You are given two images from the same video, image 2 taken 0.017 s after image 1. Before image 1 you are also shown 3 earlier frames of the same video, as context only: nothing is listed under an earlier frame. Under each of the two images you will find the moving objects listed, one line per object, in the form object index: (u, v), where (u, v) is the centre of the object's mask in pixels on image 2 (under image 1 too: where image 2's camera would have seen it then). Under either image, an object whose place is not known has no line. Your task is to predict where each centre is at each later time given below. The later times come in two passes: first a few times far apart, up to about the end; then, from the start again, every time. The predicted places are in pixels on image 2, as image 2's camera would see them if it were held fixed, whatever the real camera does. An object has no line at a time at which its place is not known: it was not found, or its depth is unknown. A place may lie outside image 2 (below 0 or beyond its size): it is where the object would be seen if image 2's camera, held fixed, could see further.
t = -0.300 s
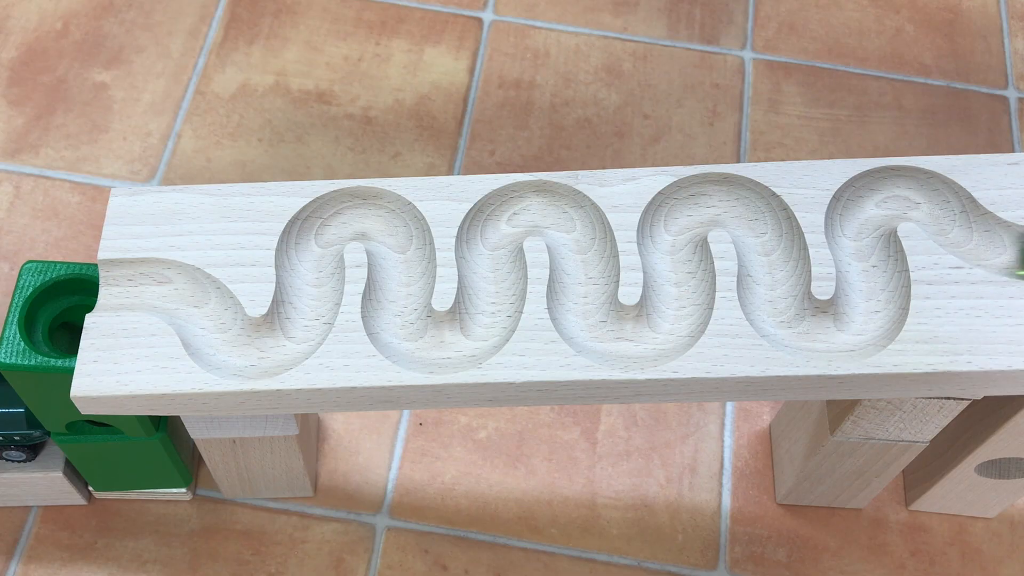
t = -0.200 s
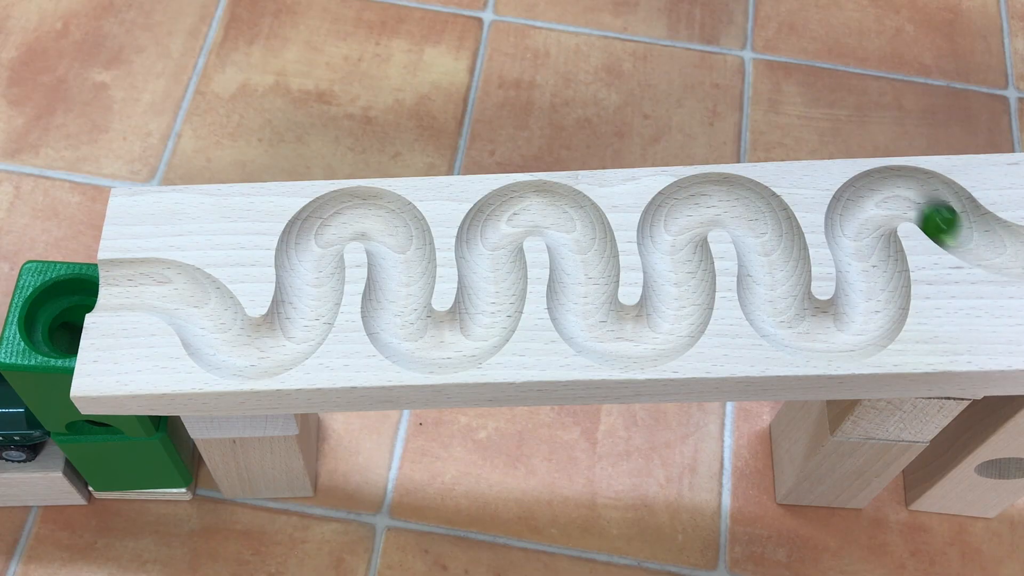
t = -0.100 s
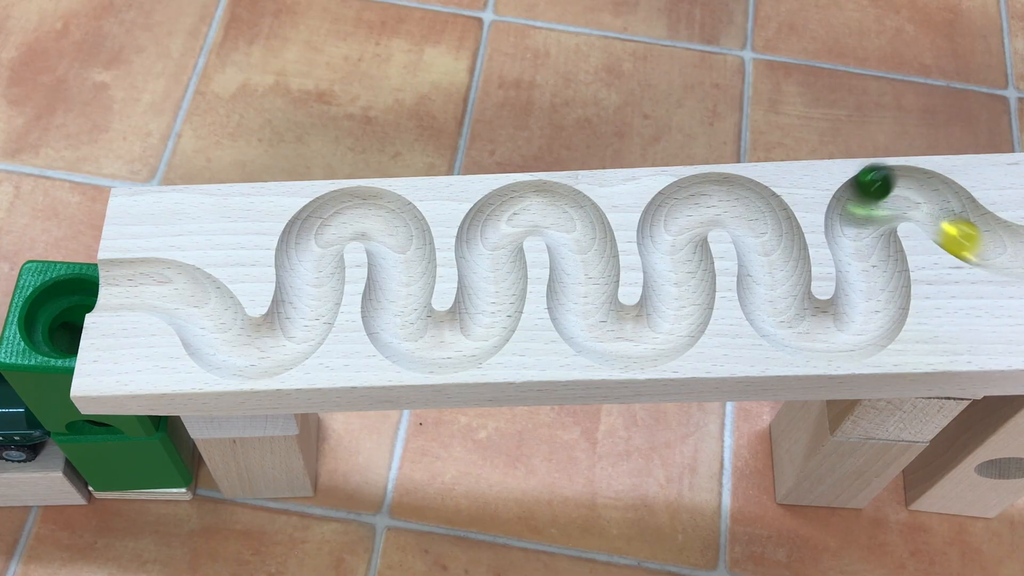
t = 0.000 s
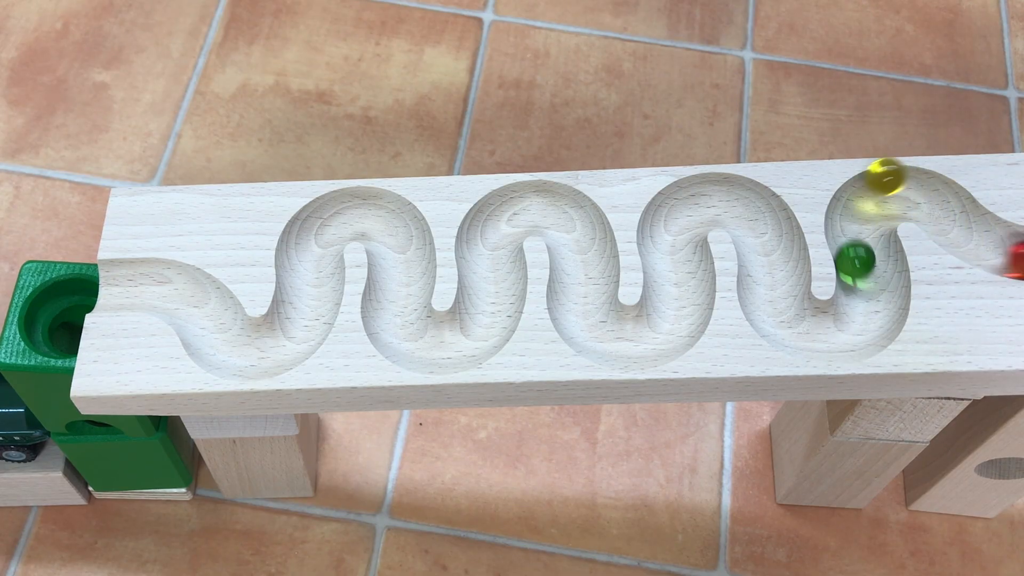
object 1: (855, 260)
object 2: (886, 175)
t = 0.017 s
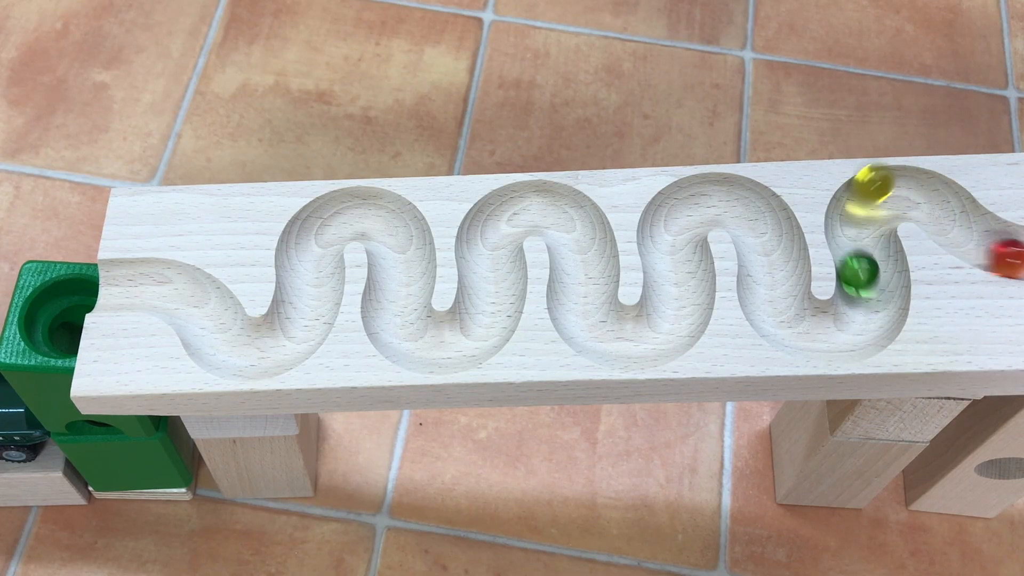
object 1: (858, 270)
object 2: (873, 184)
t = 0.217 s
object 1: (794, 337)
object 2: (875, 317)
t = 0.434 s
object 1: (755, 213)
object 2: (764, 274)
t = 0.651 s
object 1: (675, 280)
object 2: (682, 201)
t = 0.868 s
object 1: (579, 322)
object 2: (662, 332)
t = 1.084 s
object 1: (538, 206)
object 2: (585, 256)
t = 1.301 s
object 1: (497, 316)
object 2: (488, 230)
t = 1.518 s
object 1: (389, 298)
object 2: (444, 350)
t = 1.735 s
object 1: (336, 210)
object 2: (410, 240)
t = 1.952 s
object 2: (303, 266)
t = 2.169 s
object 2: (228, 356)
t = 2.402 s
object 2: (120, 284)
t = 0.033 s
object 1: (865, 284)
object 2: (862, 194)
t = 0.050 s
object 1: (874, 295)
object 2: (859, 209)
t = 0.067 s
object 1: (881, 304)
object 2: (856, 224)
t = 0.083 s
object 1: (882, 311)
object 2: (854, 237)
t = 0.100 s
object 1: (878, 319)
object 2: (853, 248)
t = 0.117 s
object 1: (868, 324)
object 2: (856, 259)
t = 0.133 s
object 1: (855, 329)
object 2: (861, 270)
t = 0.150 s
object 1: (843, 333)
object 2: (867, 282)
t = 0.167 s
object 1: (831, 338)
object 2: (876, 294)
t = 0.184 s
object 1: (818, 341)
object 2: (881, 302)
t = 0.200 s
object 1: (806, 342)
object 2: (881, 309)
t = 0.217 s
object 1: (794, 337)
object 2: (875, 317)
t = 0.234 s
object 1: (784, 331)
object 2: (866, 323)
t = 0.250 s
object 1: (777, 322)
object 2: (855, 329)
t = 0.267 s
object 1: (771, 312)
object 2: (842, 334)
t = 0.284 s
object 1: (768, 301)
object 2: (829, 338)
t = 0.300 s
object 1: (766, 288)
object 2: (816, 340)
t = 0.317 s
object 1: (766, 278)
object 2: (805, 339)
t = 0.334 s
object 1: (766, 267)
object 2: (794, 335)
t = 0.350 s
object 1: (769, 257)
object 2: (784, 328)
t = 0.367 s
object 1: (772, 246)
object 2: (776, 319)
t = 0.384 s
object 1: (772, 236)
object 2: (770, 307)
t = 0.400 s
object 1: (770, 226)
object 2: (766, 295)
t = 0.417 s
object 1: (764, 219)
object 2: (764, 284)
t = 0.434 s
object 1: (755, 213)
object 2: (764, 274)
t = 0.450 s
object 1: (743, 207)
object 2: (766, 264)
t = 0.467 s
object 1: (731, 204)
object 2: (769, 254)
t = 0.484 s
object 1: (718, 200)
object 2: (771, 243)
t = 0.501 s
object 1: (705, 197)
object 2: (772, 233)
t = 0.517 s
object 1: (691, 197)
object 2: (769, 224)
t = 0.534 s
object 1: (682, 200)
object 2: (763, 218)
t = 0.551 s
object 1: (673, 207)
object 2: (754, 213)
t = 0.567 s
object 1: (667, 218)
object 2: (742, 207)
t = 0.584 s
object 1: (664, 231)
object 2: (729, 202)
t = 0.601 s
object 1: (663, 245)
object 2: (717, 199)
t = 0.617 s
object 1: (666, 257)
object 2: (705, 197)
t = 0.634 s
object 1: (670, 268)
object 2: (692, 197)
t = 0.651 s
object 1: (675, 280)
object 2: (682, 201)
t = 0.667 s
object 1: (681, 292)
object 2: (673, 208)
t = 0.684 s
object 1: (686, 302)
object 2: (667, 218)
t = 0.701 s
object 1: (686, 312)
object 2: (664, 230)
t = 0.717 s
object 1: (681, 321)
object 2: (663, 243)
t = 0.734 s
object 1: (672, 329)
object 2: (666, 255)
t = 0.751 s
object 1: (660, 335)
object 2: (670, 267)
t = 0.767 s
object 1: (647, 341)
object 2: (676, 278)
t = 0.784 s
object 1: (633, 345)
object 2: (682, 290)
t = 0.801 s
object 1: (620, 347)
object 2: (686, 299)
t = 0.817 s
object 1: (606, 346)
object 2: (687, 309)
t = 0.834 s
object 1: (594, 340)
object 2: (681, 317)
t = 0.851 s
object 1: (585, 333)
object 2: (672, 326)
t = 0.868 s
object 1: (579, 322)
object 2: (662, 332)
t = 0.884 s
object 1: (575, 309)
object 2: (650, 339)
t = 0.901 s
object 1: (574, 297)
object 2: (636, 345)
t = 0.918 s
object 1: (575, 285)
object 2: (623, 347)
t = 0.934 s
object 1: (577, 275)
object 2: (609, 345)
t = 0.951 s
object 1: (581, 264)
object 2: (598, 340)
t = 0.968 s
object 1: (585, 253)
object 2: (588, 333)
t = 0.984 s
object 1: (587, 242)
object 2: (581, 323)
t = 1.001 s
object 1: (586, 232)
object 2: (577, 310)
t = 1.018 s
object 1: (581, 224)
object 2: (574, 299)
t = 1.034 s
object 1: (572, 219)
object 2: (574, 287)
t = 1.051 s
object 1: (562, 214)
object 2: (577, 277)
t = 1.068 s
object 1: (550, 210)
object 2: (581, 266)
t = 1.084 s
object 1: (538, 206)
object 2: (585, 256)
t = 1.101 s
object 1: (524, 205)
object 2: (588, 245)
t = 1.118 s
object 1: (512, 205)
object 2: (588, 236)
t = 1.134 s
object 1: (502, 208)
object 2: (585, 228)
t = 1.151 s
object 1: (494, 216)
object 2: (577, 223)
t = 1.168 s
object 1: (486, 228)
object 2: (567, 219)
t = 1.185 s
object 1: (483, 240)
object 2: (556, 214)
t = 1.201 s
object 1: (482, 253)
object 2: (544, 209)
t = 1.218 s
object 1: (482, 265)
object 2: (532, 205)
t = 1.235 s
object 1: (484, 275)
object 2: (520, 203)
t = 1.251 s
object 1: (489, 287)
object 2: (508, 204)
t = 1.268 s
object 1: (494, 298)
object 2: (499, 208)
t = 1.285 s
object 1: (498, 307)
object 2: (492, 217)
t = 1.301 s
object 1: (497, 316)
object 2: (488, 230)
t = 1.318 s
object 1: (492, 326)
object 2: (486, 241)
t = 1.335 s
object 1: (483, 332)
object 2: (485, 254)
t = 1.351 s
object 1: (472, 339)
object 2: (485, 266)
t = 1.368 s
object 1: (461, 345)
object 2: (487, 277)
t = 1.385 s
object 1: (449, 351)
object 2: (491, 288)
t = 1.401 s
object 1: (436, 354)
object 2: (494, 300)
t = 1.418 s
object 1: (422, 353)
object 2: (496, 310)
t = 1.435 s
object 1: (411, 350)
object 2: (495, 318)
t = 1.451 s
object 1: (401, 344)
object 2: (490, 326)
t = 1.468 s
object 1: (394, 334)
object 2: (480, 333)
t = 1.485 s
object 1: (390, 322)
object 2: (469, 340)
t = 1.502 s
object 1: (388, 309)
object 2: (457, 346)
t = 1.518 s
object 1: (389, 298)
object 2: (444, 350)
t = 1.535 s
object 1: (393, 287)
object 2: (429, 352)
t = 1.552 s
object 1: (398, 277)
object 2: (417, 350)
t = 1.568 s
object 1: (404, 267)
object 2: (406, 346)
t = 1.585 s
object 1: (409, 255)
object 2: (398, 338)
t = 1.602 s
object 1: (410, 245)
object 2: (394, 326)
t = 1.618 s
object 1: (408, 237)
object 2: (392, 314)
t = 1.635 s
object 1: (402, 231)
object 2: (391, 302)
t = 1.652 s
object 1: (393, 226)
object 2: (392, 291)
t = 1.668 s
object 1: (382, 221)
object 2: (395, 281)
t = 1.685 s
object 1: (372, 217)
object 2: (400, 270)
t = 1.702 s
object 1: (360, 212)
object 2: (406, 259)
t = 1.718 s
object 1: (347, 210)
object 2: (409, 249)
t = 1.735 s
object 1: (336, 210)
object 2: (410, 240)
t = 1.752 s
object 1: (326, 216)
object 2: (406, 233)
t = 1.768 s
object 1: (317, 226)
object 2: (399, 227)
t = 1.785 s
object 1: (311, 237)
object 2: (389, 223)
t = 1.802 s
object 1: (305, 252)
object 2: (378, 219)
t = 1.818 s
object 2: (367, 215)
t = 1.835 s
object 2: (354, 212)
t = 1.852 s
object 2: (342, 211)
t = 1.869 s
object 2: (331, 213)
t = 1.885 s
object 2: (321, 220)
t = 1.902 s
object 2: (314, 230)
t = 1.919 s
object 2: (309, 242)
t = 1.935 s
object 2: (305, 254)
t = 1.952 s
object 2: (303, 266)
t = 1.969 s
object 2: (304, 277)
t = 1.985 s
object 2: (308, 288)
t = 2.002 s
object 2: (312, 299)
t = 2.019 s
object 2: (316, 309)
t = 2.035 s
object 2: (315, 317)
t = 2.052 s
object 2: (310, 325)
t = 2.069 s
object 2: (303, 333)
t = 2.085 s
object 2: (292, 341)
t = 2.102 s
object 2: (280, 348)
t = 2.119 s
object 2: (267, 354)
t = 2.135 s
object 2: (254, 358)
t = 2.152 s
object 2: (240, 358)
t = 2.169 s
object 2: (228, 356)
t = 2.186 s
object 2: (219, 350)
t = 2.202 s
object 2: (213, 343)
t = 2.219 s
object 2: (210, 333)
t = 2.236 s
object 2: (209, 322)
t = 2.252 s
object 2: (208, 311)
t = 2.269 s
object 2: (205, 300)
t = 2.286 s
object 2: (200, 292)
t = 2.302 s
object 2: (193, 289)
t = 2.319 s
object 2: (183, 286)
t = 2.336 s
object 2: (173, 285)
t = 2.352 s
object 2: (159, 286)
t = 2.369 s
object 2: (146, 286)
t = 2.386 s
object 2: (134, 285)
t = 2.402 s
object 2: (120, 284)
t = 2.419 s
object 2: (105, 283)
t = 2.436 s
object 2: (91, 283)
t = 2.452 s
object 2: (78, 286)
